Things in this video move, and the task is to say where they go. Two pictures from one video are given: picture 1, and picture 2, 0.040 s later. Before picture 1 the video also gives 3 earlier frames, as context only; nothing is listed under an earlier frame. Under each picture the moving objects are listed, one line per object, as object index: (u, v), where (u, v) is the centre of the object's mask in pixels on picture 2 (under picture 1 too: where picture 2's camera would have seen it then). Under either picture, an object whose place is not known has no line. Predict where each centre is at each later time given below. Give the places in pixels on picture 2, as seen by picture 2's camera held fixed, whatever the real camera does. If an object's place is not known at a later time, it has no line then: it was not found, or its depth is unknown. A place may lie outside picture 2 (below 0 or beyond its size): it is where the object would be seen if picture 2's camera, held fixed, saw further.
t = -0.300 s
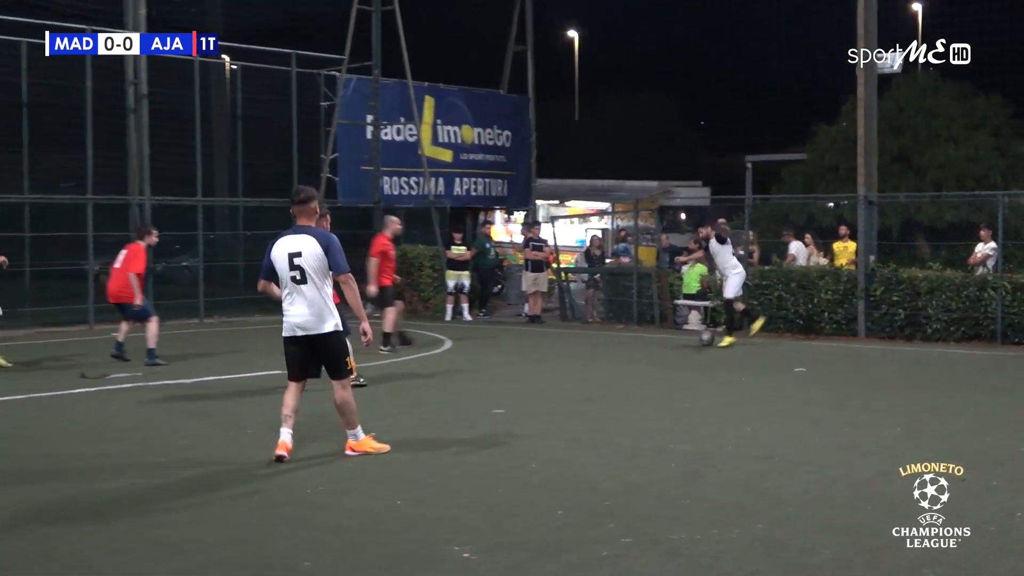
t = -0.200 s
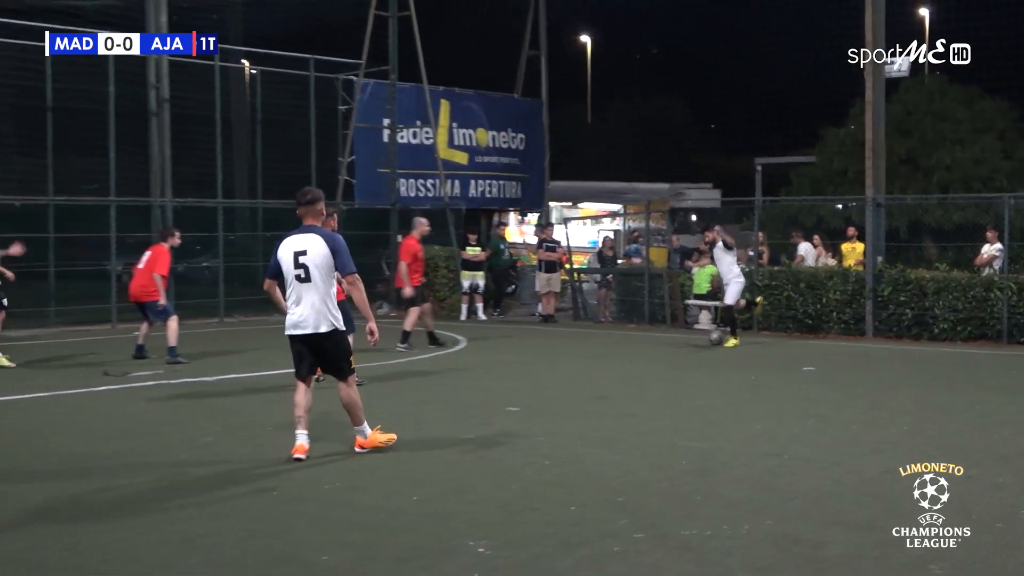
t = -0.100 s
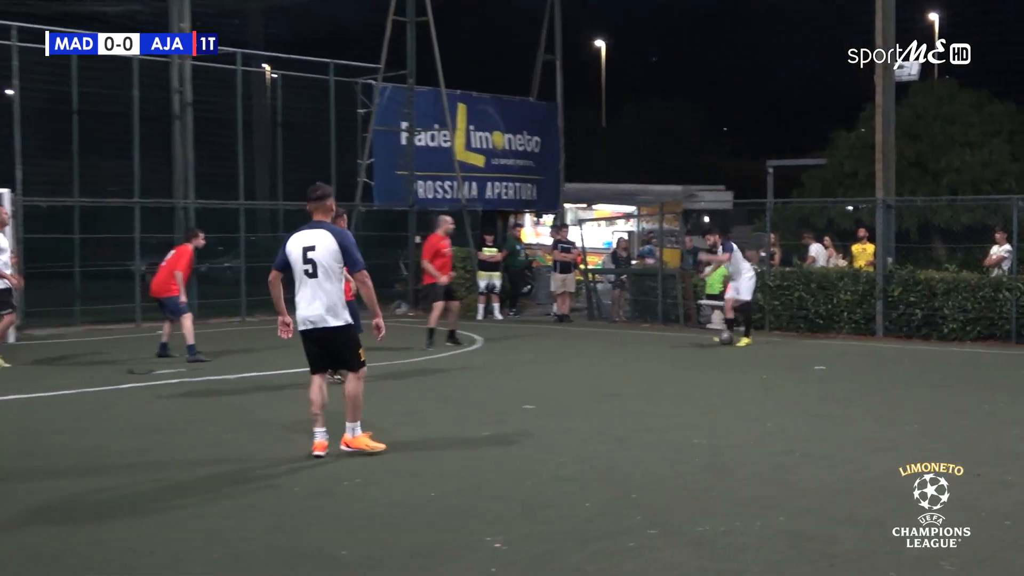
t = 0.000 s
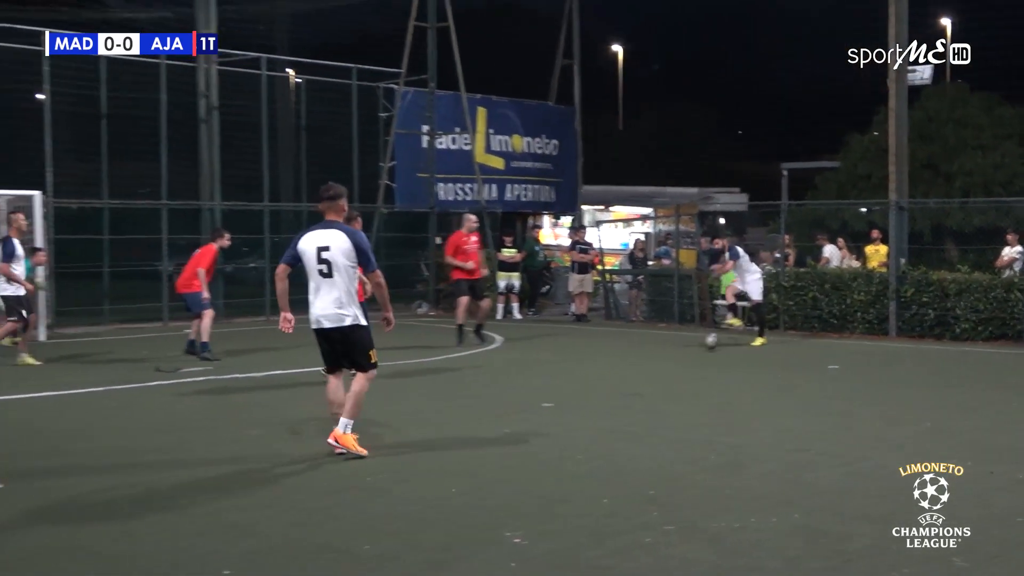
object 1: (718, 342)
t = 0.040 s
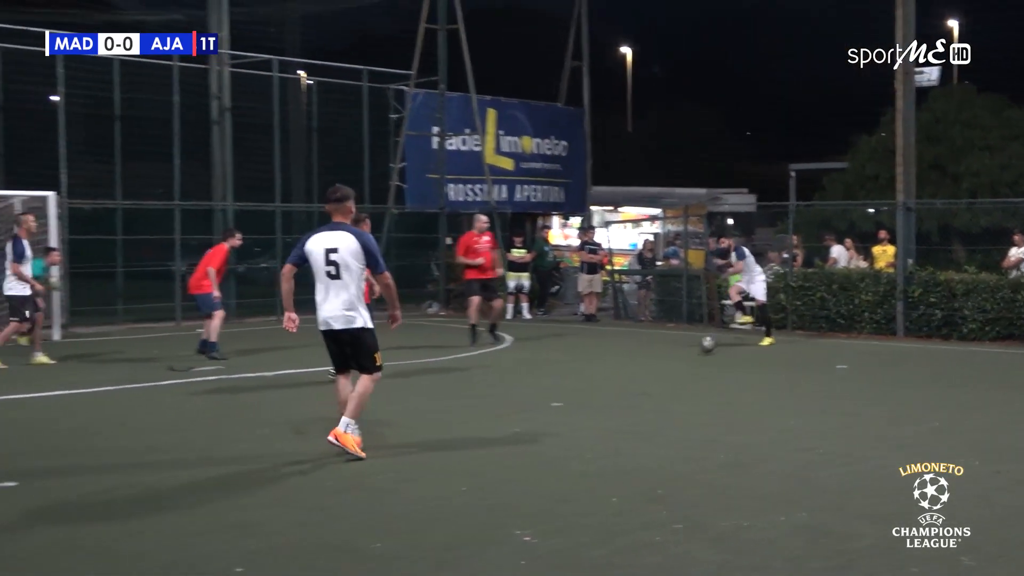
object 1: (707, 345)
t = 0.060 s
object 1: (701, 347)
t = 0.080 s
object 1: (695, 349)
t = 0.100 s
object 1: (689, 350)
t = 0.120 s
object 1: (683, 351)
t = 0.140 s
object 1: (677, 352)
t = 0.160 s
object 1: (671, 352)
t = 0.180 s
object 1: (664, 353)
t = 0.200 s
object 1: (658, 355)
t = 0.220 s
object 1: (652, 357)
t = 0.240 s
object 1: (645, 358)
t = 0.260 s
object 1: (639, 359)
